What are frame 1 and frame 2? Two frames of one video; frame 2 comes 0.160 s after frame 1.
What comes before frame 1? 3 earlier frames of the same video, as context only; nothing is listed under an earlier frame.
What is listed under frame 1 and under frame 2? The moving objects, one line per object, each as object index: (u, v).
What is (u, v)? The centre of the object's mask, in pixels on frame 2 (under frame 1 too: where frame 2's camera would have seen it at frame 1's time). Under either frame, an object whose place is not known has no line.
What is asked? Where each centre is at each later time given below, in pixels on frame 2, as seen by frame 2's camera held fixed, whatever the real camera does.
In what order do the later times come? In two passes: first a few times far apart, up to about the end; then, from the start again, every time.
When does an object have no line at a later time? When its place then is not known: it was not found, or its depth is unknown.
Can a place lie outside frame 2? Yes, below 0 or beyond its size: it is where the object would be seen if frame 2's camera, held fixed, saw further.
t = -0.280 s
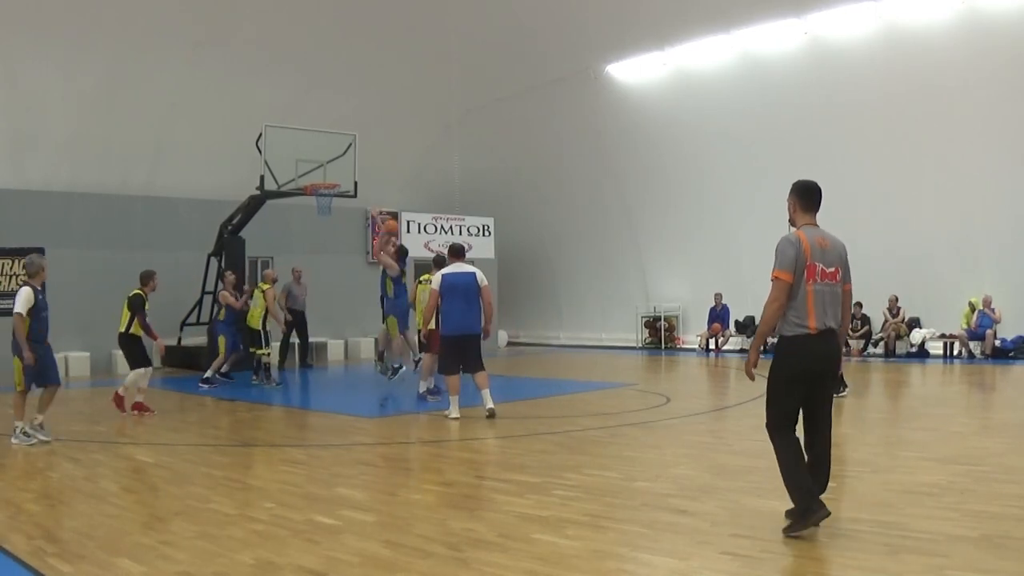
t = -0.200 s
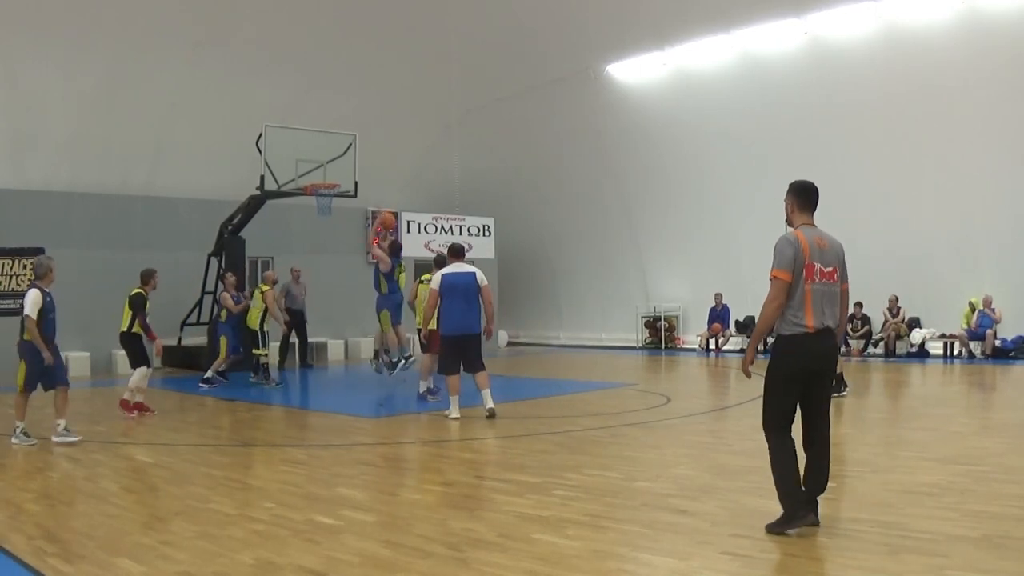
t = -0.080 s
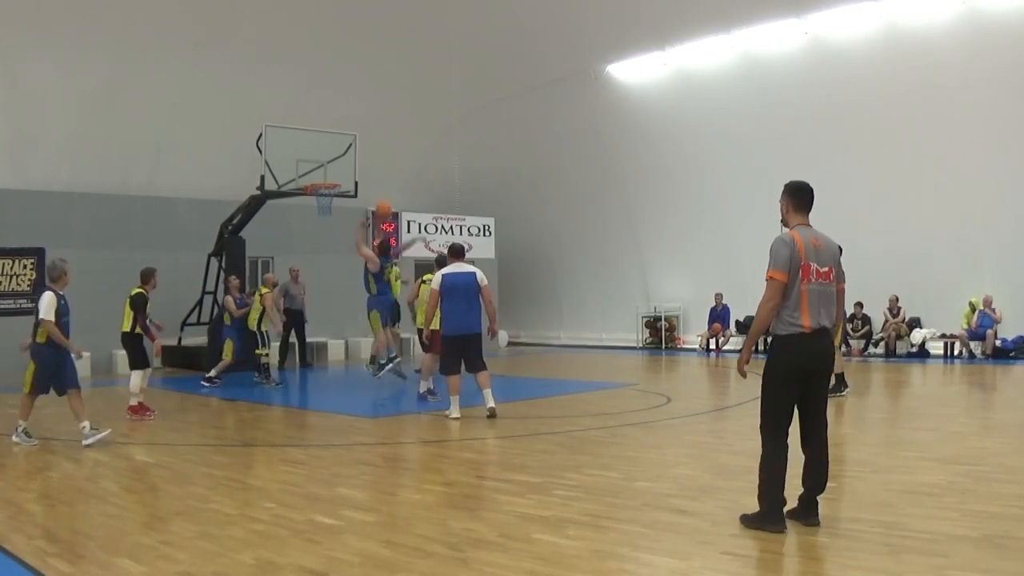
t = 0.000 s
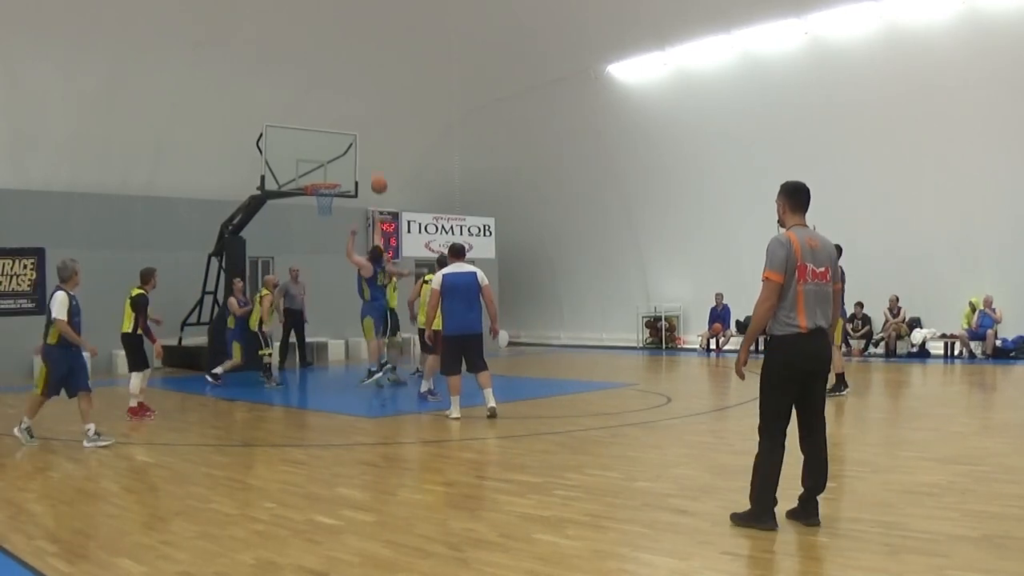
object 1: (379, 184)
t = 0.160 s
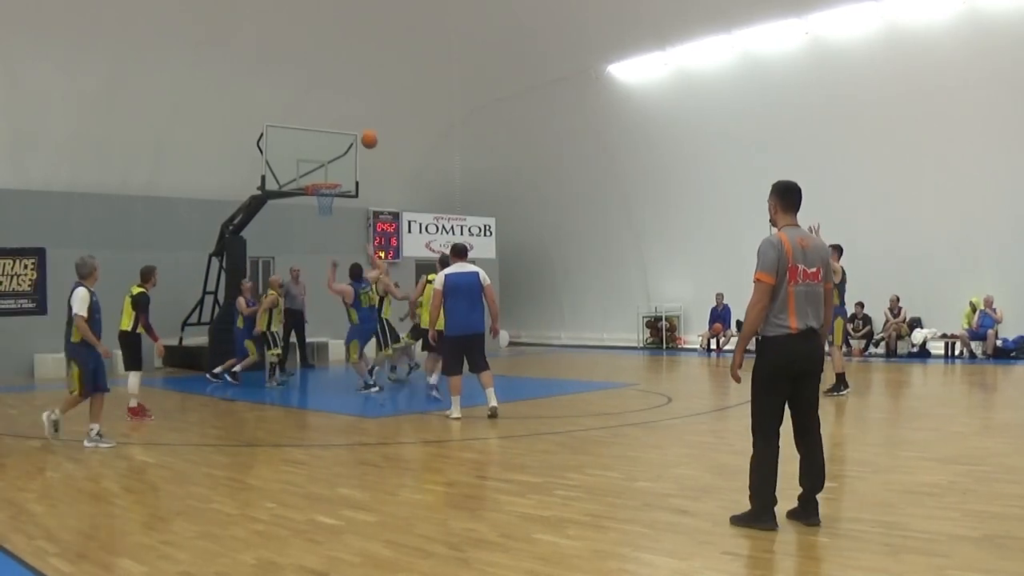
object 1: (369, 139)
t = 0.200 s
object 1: (367, 131)
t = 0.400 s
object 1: (355, 106)
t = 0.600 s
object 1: (344, 107)
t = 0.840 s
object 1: (331, 140)
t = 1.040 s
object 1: (321, 196)
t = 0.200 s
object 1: (367, 131)
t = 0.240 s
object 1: (365, 124)
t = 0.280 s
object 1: (362, 118)
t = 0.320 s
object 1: (360, 113)
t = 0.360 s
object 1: (358, 109)
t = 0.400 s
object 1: (355, 106)
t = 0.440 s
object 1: (353, 104)
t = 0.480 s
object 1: (351, 103)
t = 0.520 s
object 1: (349, 103)
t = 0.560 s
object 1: (347, 104)
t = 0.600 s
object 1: (344, 107)
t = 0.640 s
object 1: (342, 109)
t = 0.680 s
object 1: (340, 114)
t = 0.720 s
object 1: (338, 119)
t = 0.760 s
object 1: (336, 125)
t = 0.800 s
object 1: (333, 132)
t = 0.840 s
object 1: (331, 140)
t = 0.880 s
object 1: (329, 149)
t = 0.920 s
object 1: (327, 159)
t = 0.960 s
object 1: (325, 170)
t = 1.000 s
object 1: (323, 180)
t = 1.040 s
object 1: (321, 196)
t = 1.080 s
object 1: (320, 203)
